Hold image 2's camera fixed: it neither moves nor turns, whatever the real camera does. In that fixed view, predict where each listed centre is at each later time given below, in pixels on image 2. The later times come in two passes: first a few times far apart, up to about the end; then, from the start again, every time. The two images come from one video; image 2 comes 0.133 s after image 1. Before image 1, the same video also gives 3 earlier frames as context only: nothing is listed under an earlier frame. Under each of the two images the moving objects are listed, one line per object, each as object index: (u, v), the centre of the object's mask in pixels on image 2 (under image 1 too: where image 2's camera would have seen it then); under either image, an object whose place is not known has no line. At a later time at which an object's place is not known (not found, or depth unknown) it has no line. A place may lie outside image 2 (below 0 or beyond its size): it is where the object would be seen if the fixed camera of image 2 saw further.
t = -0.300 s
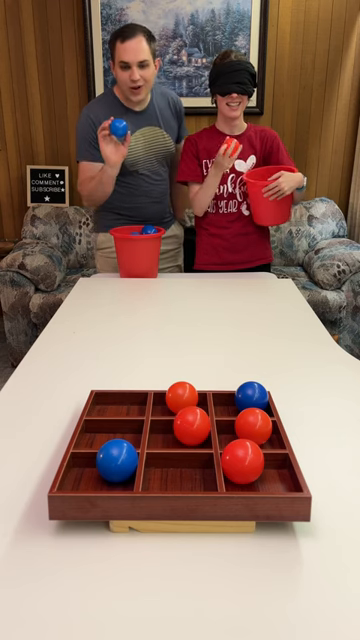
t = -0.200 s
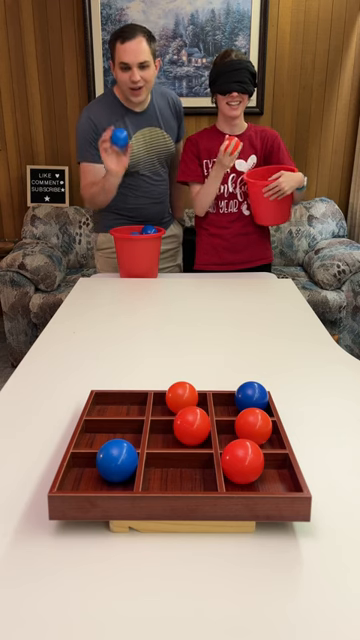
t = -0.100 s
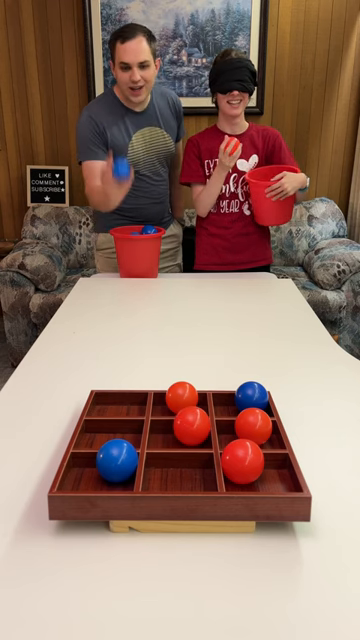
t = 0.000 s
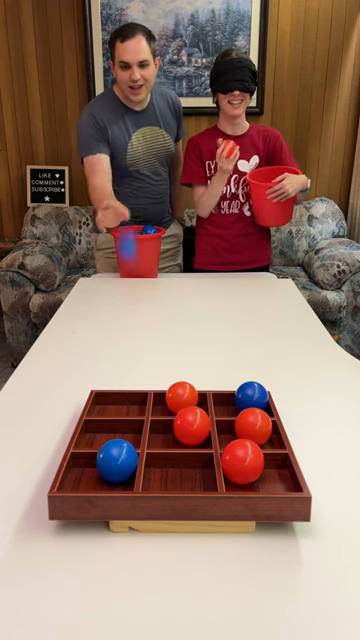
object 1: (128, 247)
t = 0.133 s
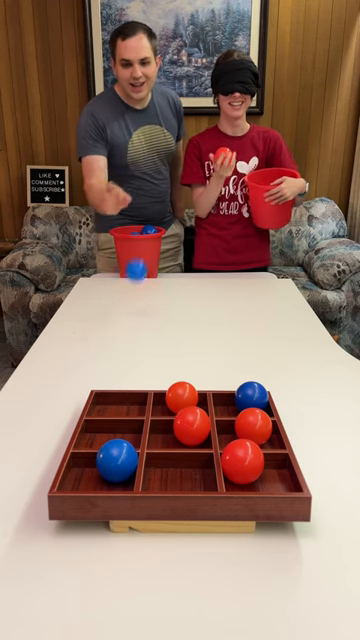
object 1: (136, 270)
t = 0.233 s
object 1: (143, 254)
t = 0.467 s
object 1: (164, 348)
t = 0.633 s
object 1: (183, 337)
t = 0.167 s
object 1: (138, 262)
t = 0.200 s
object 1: (141, 256)
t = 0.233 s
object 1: (143, 254)
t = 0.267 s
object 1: (146, 255)
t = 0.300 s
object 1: (148, 260)
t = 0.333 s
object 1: (151, 269)
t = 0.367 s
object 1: (154, 282)
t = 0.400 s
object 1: (158, 301)
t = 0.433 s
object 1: (161, 322)
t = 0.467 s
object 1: (164, 348)
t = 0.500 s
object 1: (167, 339)
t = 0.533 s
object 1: (171, 332)
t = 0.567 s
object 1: (175, 330)
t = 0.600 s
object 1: (179, 331)
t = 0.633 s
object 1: (183, 337)
